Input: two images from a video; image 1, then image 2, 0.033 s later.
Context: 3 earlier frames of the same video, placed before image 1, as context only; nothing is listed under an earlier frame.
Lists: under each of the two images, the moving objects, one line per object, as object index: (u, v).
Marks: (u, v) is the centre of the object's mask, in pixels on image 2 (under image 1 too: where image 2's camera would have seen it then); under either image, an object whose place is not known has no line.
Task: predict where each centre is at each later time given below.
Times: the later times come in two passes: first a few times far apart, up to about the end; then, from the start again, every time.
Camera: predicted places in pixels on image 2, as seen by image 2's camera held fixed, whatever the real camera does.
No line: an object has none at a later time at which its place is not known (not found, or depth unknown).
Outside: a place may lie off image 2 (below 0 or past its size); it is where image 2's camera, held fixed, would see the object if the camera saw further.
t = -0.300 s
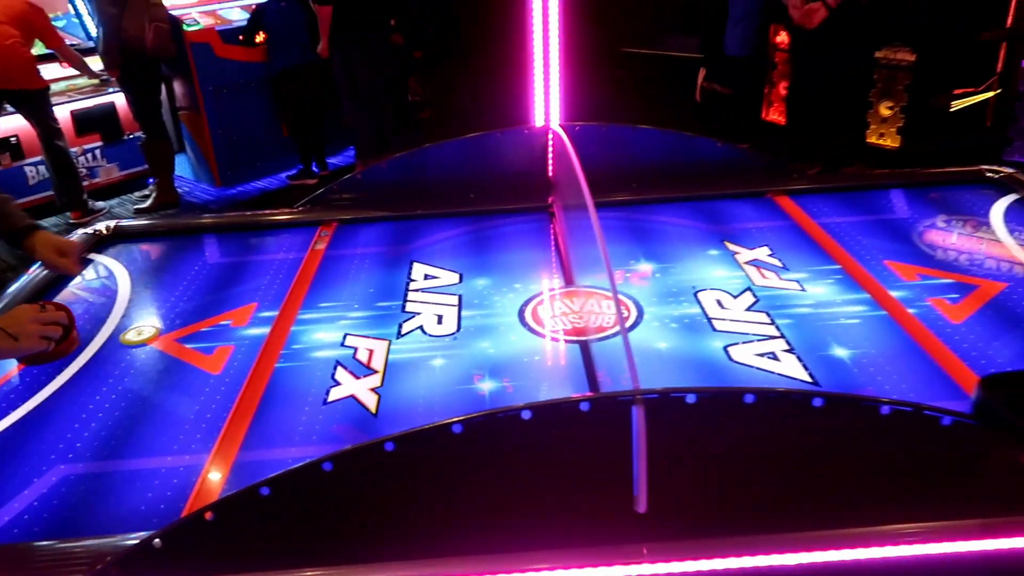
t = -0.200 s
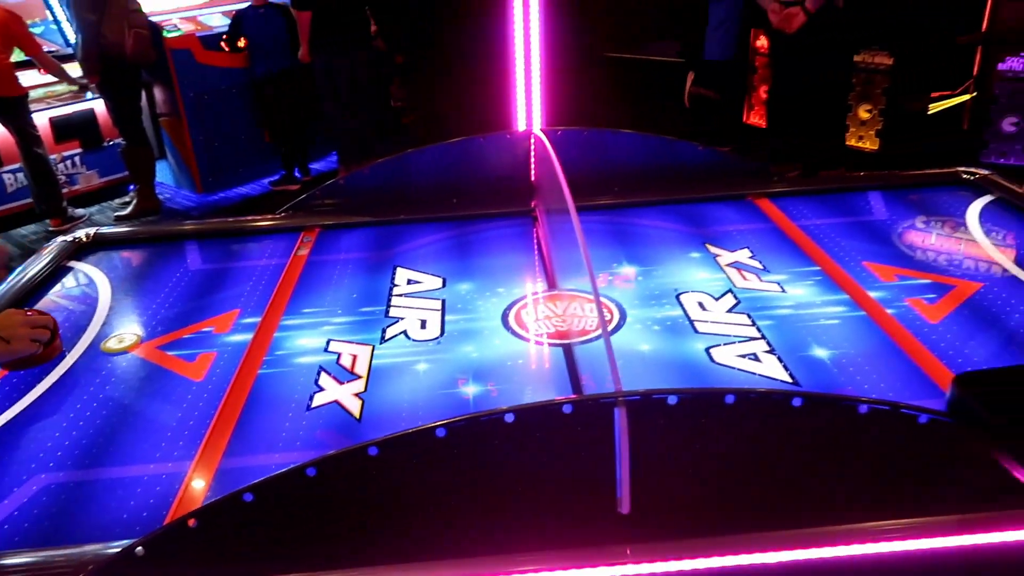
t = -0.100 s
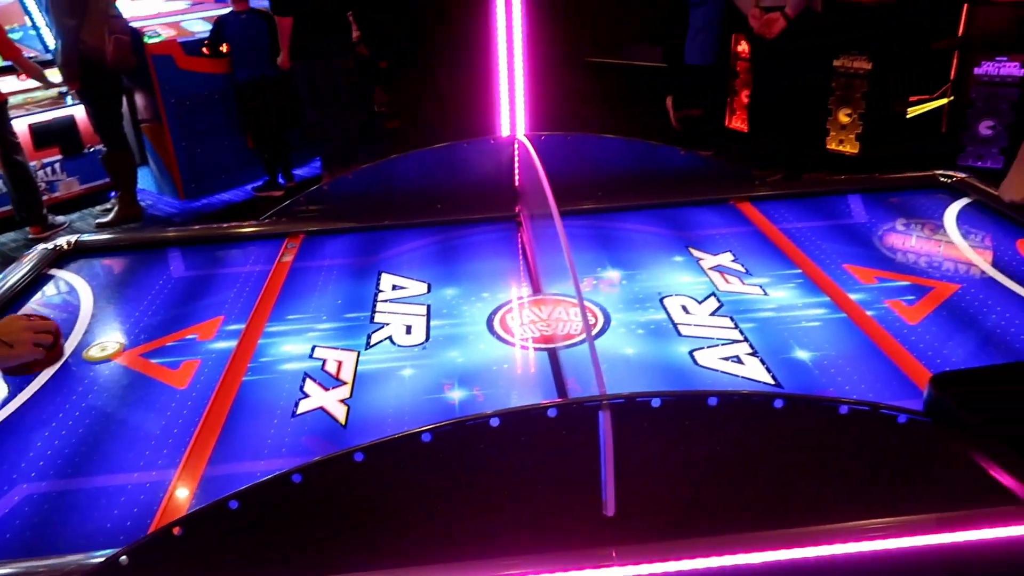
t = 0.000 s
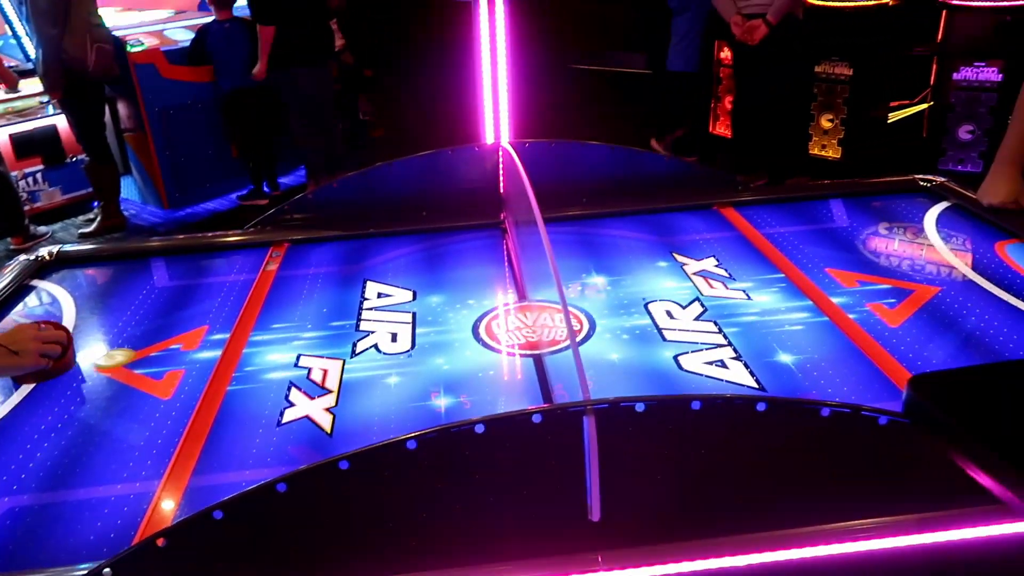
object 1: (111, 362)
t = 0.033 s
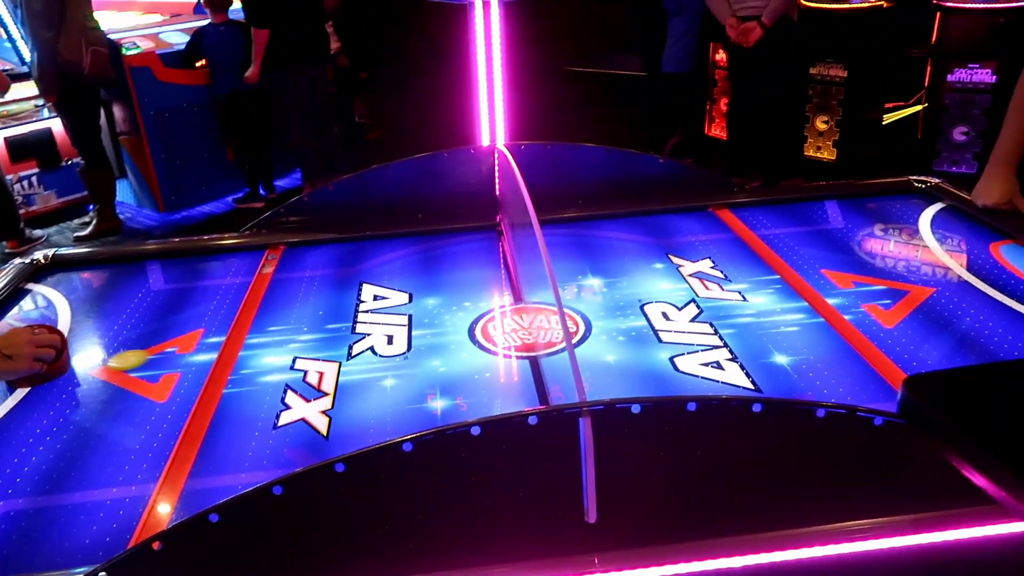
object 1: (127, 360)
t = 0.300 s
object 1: (268, 345)
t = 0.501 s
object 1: (369, 336)
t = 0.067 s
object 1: (145, 358)
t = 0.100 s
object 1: (162, 357)
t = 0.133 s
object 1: (181, 355)
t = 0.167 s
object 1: (200, 353)
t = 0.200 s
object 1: (219, 351)
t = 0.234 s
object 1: (234, 349)
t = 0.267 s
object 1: (250, 347)
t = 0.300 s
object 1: (268, 345)
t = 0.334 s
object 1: (286, 344)
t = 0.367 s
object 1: (304, 342)
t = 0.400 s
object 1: (321, 340)
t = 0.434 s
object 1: (337, 339)
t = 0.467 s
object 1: (352, 338)
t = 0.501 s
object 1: (369, 336)
